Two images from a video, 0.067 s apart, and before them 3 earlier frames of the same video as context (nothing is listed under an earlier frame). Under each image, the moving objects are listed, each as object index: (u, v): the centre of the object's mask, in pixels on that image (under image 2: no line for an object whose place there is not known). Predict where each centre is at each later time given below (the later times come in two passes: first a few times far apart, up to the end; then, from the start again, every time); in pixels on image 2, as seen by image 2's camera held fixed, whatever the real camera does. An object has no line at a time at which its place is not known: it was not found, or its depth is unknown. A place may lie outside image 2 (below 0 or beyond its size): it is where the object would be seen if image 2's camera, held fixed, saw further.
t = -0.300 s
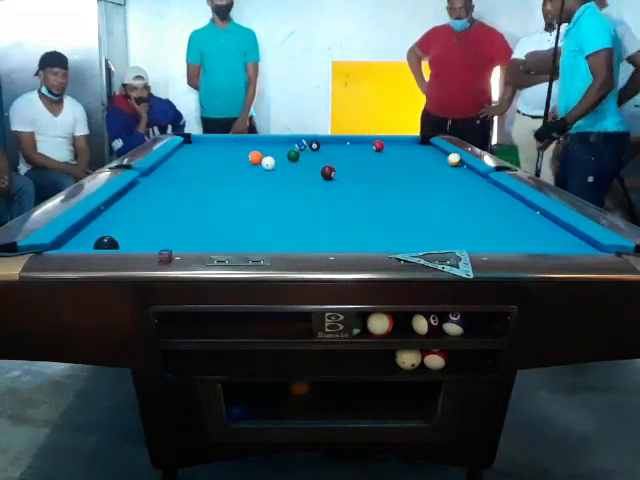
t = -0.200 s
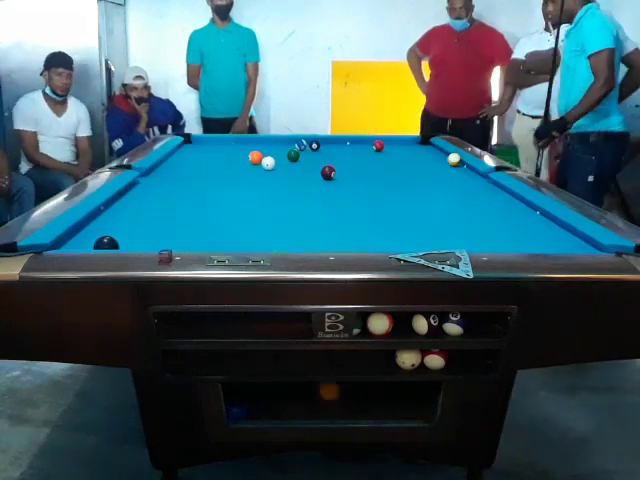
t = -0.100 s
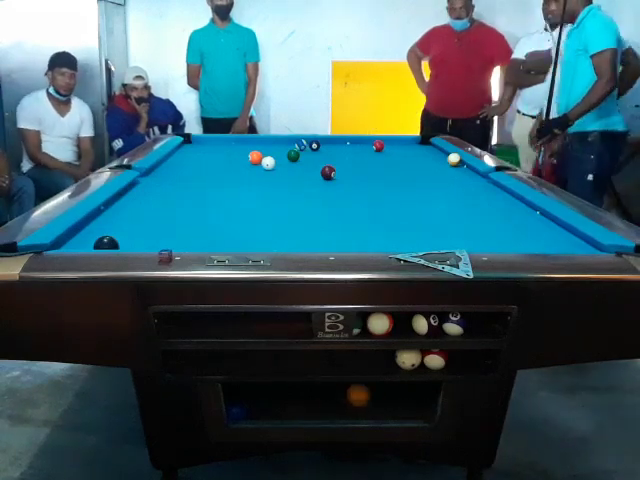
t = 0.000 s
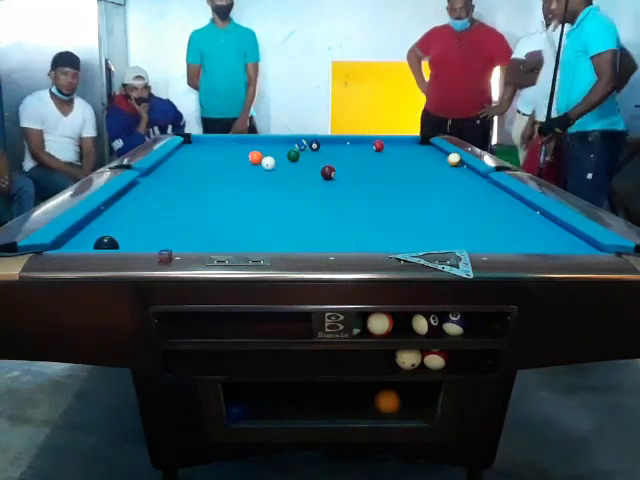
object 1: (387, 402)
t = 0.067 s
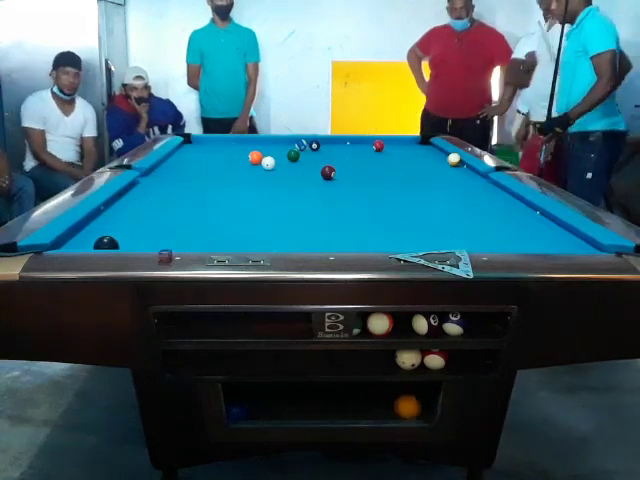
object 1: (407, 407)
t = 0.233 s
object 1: (426, 405)
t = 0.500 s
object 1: (401, 405)
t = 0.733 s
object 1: (382, 410)
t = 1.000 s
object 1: (367, 410)
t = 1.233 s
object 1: (362, 410)
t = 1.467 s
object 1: (364, 410)
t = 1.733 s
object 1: (364, 410)
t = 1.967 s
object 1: (364, 411)
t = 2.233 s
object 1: (364, 410)
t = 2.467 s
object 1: (364, 410)
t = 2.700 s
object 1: (364, 411)
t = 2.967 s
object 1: (364, 411)
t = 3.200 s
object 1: (364, 410)
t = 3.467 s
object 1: (364, 410)
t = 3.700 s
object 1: (364, 410)
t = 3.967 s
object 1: (364, 410)
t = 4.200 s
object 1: (364, 410)
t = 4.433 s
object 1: (364, 410)
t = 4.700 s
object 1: (364, 410)
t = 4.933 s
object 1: (364, 410)
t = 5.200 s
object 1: (364, 410)
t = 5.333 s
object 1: (364, 410)
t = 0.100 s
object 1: (417, 409)
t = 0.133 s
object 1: (424, 408)
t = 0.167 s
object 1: (428, 405)
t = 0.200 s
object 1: (428, 404)
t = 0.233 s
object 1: (426, 405)
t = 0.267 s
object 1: (424, 404)
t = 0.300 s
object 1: (421, 404)
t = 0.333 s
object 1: (417, 404)
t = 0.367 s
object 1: (413, 404)
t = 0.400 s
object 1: (410, 404)
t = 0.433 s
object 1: (407, 404)
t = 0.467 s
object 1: (403, 405)
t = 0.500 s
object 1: (401, 405)
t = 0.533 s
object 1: (398, 405)
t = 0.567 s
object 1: (395, 406)
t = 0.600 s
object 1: (392, 407)
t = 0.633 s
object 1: (389, 408)
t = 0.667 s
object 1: (387, 409)
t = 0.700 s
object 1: (385, 410)
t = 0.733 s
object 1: (382, 410)
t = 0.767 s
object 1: (380, 410)
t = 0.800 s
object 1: (378, 410)
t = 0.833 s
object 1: (375, 410)
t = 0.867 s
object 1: (373, 410)
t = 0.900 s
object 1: (371, 410)
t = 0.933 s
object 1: (370, 410)
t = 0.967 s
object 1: (368, 410)
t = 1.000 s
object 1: (367, 410)
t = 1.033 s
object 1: (366, 410)
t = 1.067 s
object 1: (365, 410)
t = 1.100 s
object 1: (364, 410)
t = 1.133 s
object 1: (363, 410)
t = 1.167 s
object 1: (362, 410)
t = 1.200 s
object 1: (362, 410)
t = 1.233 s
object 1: (362, 410)
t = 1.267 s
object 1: (363, 410)
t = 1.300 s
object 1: (363, 410)
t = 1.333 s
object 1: (363, 410)
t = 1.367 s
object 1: (364, 410)
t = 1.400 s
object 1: (364, 410)
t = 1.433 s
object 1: (364, 410)
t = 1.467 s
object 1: (364, 410)
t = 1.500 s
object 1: (364, 410)
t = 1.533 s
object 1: (364, 410)
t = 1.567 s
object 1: (364, 410)
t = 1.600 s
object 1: (364, 410)
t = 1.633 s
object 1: (364, 410)
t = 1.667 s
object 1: (364, 410)
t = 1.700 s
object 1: (364, 410)
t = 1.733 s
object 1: (364, 410)
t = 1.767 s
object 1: (364, 410)
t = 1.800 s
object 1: (364, 410)
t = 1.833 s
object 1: (364, 410)
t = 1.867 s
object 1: (364, 410)
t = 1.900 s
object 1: (364, 410)
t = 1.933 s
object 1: (364, 410)
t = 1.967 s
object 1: (364, 411)
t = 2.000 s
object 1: (364, 411)
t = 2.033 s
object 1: (364, 410)
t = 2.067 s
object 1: (364, 410)
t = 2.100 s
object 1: (364, 410)
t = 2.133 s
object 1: (364, 410)
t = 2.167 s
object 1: (364, 410)
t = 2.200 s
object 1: (364, 410)
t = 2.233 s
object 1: (364, 410)
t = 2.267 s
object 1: (364, 410)
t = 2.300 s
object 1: (364, 410)
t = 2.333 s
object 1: (364, 410)
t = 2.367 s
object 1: (364, 410)
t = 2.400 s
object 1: (364, 410)
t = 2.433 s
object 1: (364, 410)
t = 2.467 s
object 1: (364, 410)
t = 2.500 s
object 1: (364, 410)
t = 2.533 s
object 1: (364, 410)
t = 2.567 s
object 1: (364, 411)
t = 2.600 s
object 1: (364, 411)
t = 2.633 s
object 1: (364, 411)
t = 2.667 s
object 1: (364, 411)
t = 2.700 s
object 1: (364, 411)
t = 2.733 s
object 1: (364, 411)
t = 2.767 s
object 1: (364, 411)
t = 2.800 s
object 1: (364, 411)
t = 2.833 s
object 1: (364, 411)
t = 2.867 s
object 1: (364, 411)
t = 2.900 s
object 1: (364, 411)
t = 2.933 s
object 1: (364, 411)
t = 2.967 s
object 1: (364, 411)
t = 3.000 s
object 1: (364, 411)
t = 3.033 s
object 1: (364, 410)
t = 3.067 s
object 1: (364, 410)
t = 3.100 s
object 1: (364, 410)
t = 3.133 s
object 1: (364, 410)
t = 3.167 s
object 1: (364, 410)
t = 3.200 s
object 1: (364, 410)
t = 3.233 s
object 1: (364, 410)
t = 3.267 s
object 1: (364, 410)
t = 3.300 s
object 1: (364, 410)
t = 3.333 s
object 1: (364, 410)
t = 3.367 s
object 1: (364, 410)
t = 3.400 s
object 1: (364, 411)
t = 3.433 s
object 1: (364, 411)
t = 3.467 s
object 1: (364, 410)
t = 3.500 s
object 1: (364, 410)
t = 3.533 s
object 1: (364, 410)
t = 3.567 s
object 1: (364, 410)
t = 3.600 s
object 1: (364, 410)
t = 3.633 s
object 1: (364, 411)
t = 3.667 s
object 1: (364, 410)
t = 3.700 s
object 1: (364, 410)
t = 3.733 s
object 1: (364, 410)
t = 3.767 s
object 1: (364, 410)
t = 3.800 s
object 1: (364, 410)
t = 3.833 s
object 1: (364, 410)
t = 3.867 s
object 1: (364, 410)
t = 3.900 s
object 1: (364, 410)
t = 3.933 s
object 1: (364, 410)
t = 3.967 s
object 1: (364, 410)
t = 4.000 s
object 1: (364, 410)
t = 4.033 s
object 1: (364, 410)
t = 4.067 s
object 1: (364, 410)
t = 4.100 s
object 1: (364, 410)
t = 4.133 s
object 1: (364, 410)
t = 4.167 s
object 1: (364, 410)
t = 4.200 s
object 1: (364, 410)
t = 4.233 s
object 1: (364, 410)
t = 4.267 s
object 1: (364, 410)
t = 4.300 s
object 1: (364, 410)
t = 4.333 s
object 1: (364, 410)
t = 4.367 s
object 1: (364, 410)
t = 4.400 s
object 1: (364, 410)
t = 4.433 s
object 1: (364, 410)
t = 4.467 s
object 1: (364, 410)
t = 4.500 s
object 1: (364, 410)
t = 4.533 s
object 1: (364, 410)
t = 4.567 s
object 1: (364, 410)
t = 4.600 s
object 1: (364, 410)
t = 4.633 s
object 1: (364, 410)
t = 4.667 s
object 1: (364, 410)
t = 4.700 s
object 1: (364, 410)
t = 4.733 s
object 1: (364, 410)
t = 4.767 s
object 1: (364, 410)
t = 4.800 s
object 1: (364, 410)
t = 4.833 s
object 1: (364, 410)
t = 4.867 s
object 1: (364, 410)
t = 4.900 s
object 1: (364, 410)
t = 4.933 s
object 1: (364, 410)
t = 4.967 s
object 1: (364, 410)
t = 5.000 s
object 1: (364, 410)
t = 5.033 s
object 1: (364, 410)
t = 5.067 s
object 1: (364, 410)
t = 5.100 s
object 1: (364, 410)
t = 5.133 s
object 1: (364, 410)
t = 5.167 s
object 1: (364, 410)
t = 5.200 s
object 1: (364, 410)
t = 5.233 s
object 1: (364, 410)
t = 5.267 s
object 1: (364, 410)
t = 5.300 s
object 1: (364, 410)
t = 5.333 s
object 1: (364, 410)
